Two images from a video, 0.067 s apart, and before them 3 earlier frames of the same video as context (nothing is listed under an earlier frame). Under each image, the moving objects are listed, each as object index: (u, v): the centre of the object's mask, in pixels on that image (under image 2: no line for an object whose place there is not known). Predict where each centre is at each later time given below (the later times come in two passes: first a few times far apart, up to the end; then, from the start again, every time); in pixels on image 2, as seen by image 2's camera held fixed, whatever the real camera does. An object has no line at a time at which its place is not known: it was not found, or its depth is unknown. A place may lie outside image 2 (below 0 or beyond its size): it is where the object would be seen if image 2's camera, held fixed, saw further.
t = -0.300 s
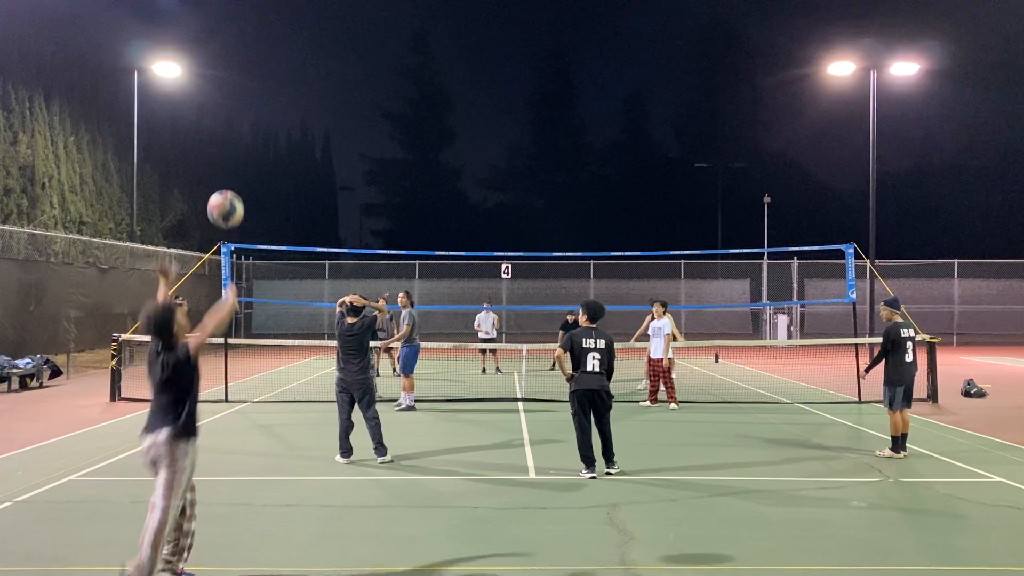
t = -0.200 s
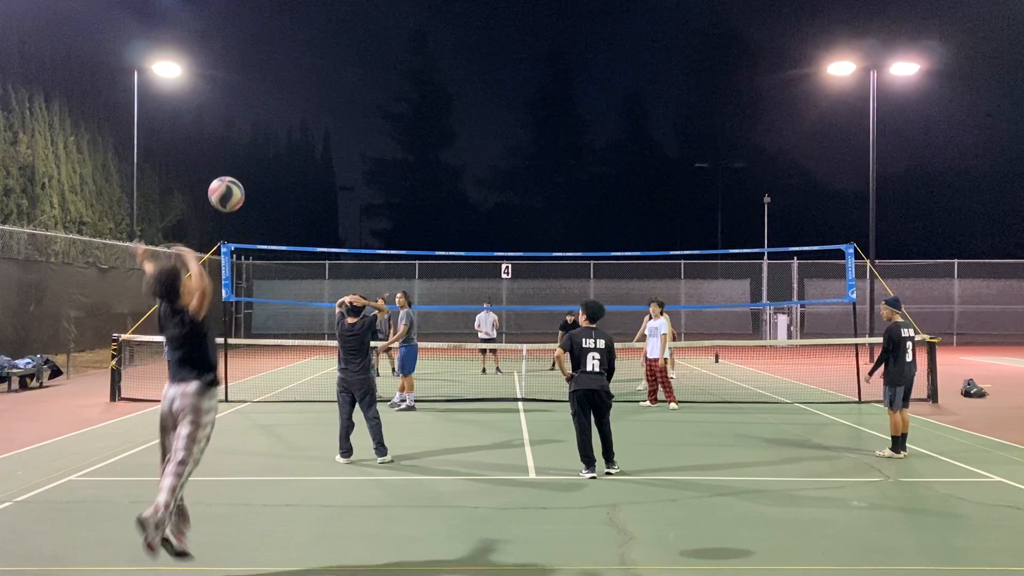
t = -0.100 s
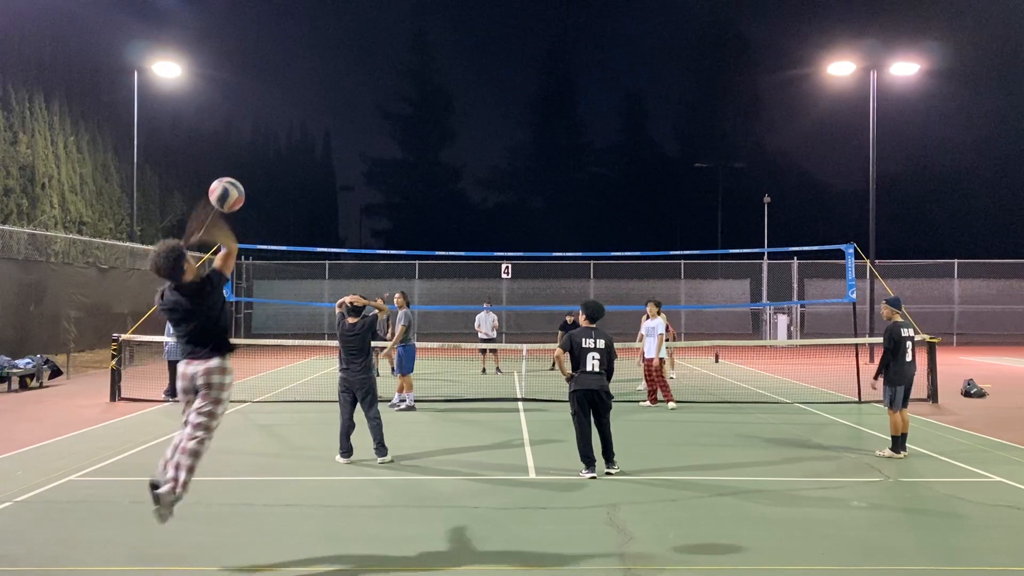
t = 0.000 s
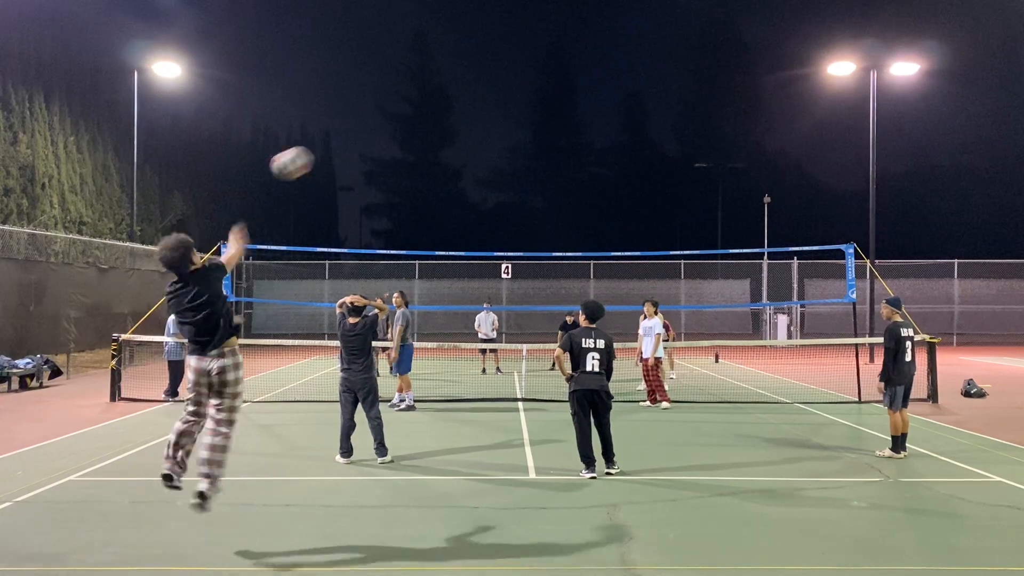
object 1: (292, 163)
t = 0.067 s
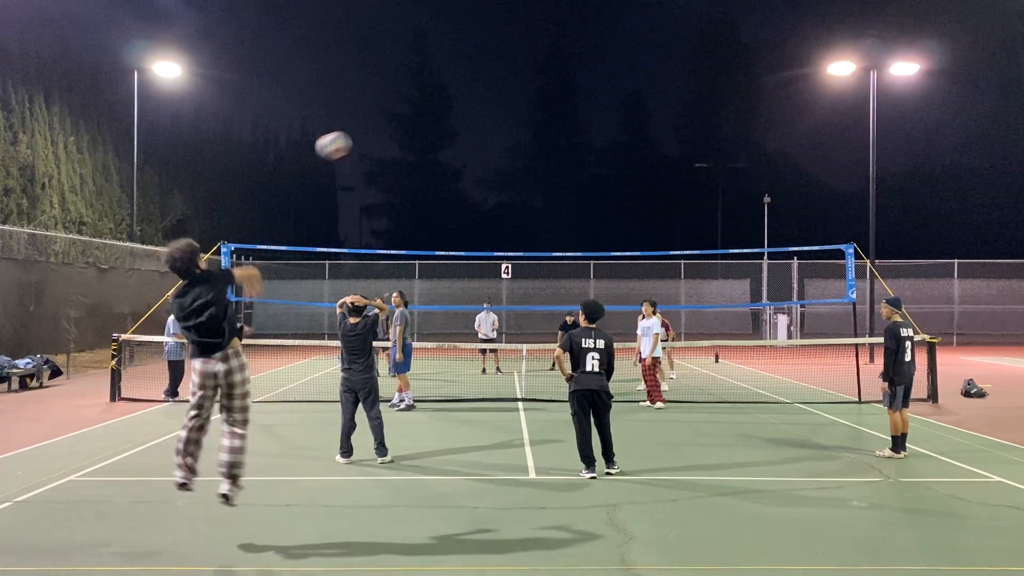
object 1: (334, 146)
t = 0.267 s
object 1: (413, 134)
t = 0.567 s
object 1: (482, 173)
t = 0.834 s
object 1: (519, 227)
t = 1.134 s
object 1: (542, 298)
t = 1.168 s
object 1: (544, 304)
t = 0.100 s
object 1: (350, 140)
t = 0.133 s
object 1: (365, 136)
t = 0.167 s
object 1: (379, 133)
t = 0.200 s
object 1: (391, 132)
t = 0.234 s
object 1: (403, 132)
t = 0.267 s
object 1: (413, 134)
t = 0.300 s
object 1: (423, 136)
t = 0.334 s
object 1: (433, 139)
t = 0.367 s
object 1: (441, 143)
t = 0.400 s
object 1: (450, 147)
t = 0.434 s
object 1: (457, 152)
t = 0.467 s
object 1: (464, 157)
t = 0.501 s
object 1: (470, 162)
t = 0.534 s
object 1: (476, 167)
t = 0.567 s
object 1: (482, 173)
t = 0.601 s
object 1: (487, 179)
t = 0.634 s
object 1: (493, 185)
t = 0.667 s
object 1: (498, 191)
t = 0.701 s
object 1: (502, 198)
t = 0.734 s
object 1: (507, 204)
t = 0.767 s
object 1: (511, 212)
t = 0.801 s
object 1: (515, 219)
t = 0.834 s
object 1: (519, 227)
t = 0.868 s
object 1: (522, 234)
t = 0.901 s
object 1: (525, 241)
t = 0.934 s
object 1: (528, 248)
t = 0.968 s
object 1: (531, 258)
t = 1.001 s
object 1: (534, 266)
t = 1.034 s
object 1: (536, 273)
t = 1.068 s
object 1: (538, 281)
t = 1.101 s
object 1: (540, 289)
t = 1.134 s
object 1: (542, 298)
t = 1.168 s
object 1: (544, 304)
